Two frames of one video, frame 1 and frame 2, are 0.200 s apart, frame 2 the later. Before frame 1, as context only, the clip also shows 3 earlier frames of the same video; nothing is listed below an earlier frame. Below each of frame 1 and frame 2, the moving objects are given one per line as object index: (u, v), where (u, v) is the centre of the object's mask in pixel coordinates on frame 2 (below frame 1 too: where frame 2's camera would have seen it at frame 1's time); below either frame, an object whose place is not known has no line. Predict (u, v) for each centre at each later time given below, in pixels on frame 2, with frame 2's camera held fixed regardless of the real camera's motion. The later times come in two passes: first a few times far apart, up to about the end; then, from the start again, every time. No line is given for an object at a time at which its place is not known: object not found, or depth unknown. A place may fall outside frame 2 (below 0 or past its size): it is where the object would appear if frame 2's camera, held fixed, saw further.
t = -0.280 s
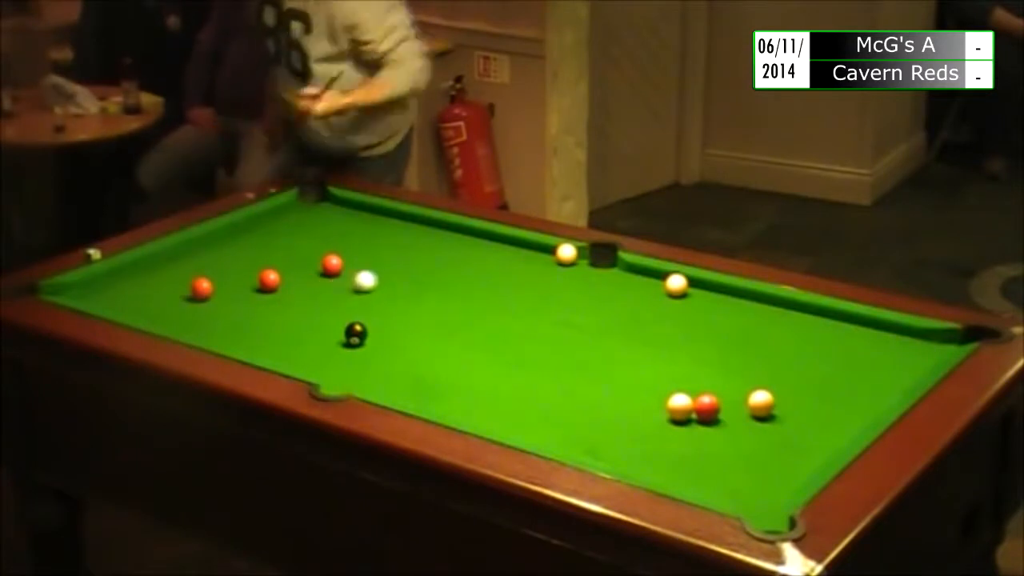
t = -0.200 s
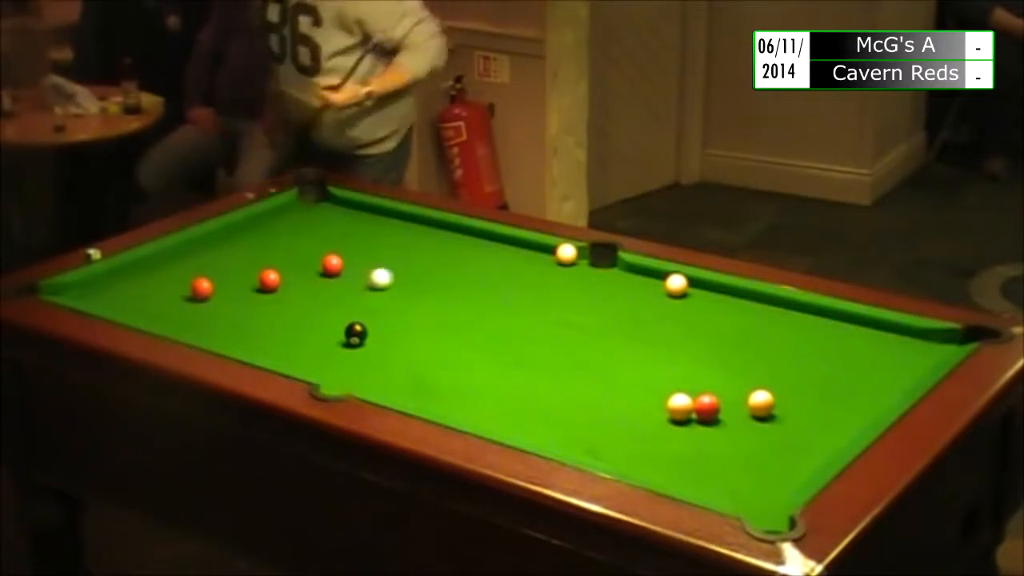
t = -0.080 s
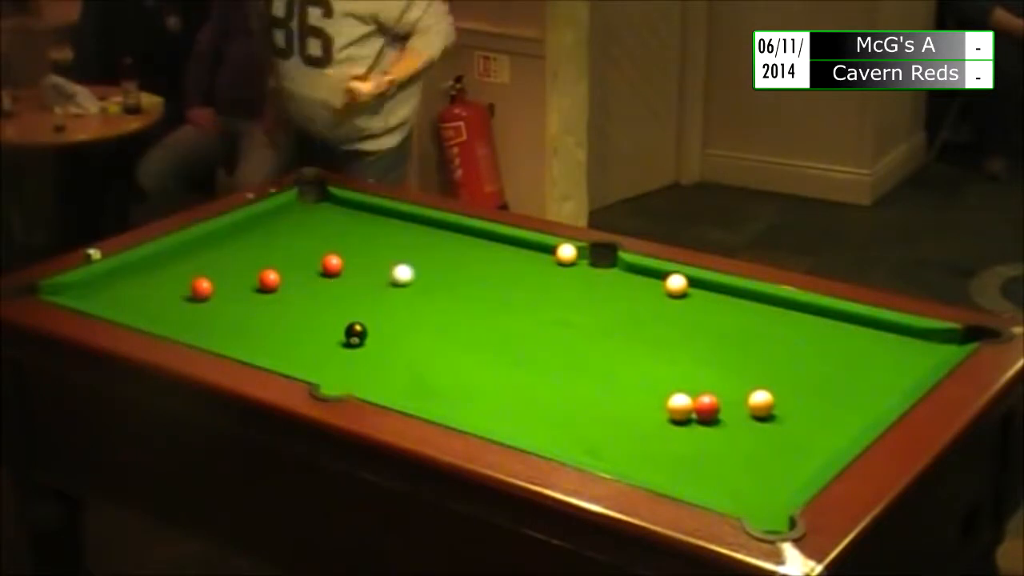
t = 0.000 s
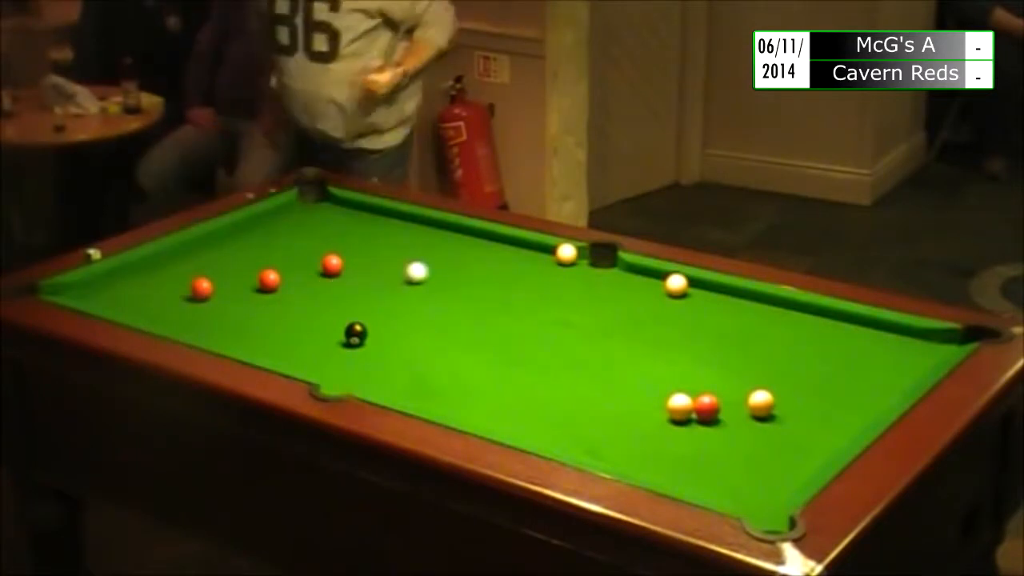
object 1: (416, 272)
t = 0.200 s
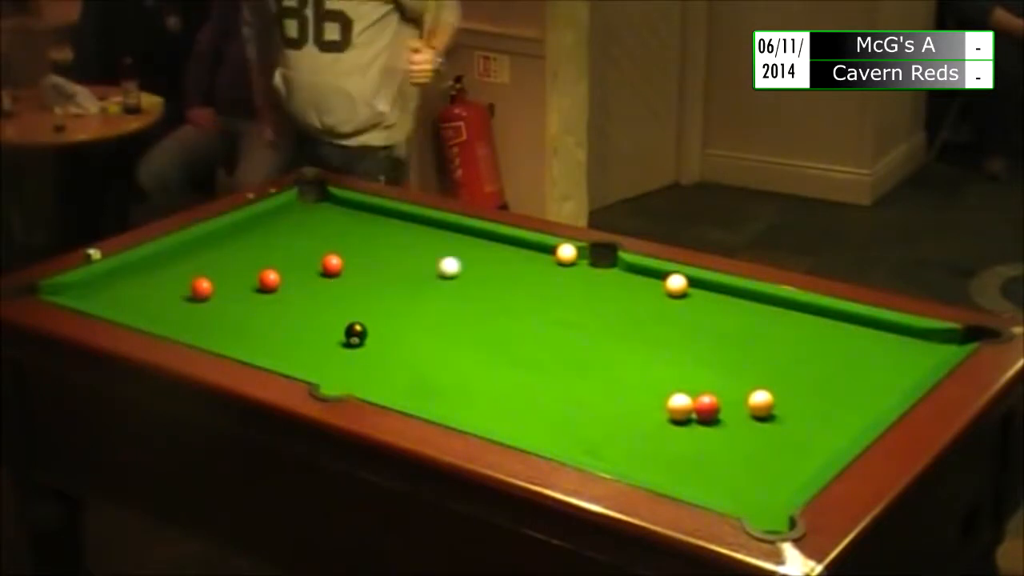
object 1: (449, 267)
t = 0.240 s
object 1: (455, 265)
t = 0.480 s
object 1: (490, 260)
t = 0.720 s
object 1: (520, 254)
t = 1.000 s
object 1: (546, 250)
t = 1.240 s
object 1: (544, 256)
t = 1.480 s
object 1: (543, 260)
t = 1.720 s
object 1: (540, 263)
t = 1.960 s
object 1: (539, 265)
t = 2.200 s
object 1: (538, 266)
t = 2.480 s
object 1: (537, 266)
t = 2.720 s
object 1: (537, 266)
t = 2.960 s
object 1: (537, 266)
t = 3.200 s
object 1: (537, 266)
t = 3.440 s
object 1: (537, 266)
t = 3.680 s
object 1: (537, 266)
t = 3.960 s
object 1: (537, 266)
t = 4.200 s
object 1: (537, 266)
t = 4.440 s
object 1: (537, 266)
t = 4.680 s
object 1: (537, 266)
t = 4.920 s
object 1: (537, 266)
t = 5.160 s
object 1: (537, 266)
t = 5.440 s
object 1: (537, 266)
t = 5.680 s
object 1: (537, 266)
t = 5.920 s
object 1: (537, 266)
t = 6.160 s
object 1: (538, 266)
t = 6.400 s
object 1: (538, 266)
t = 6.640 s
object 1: (538, 266)
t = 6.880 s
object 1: (538, 266)
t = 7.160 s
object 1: (538, 266)
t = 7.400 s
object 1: (538, 266)
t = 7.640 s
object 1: (538, 266)
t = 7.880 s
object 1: (538, 266)
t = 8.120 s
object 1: (538, 266)
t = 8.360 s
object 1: (538, 266)
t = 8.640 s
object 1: (538, 266)
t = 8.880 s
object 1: (538, 266)
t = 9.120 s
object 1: (538, 266)
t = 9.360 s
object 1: (538, 266)
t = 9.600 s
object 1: (538, 266)
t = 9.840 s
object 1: (538, 266)
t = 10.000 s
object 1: (538, 266)
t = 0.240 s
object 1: (455, 265)
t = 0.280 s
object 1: (461, 264)
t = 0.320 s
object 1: (467, 263)
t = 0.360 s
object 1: (473, 262)
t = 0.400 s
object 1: (479, 261)
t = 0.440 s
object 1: (484, 260)
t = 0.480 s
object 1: (490, 260)
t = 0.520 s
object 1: (495, 259)
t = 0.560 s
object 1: (500, 258)
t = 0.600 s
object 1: (505, 257)
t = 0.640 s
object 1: (510, 256)
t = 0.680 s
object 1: (515, 255)
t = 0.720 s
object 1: (520, 254)
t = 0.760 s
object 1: (525, 253)
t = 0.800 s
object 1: (529, 252)
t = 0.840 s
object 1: (533, 252)
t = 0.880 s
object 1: (538, 251)
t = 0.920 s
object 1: (542, 250)
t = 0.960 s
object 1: (546, 249)
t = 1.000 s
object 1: (546, 250)
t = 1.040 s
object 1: (546, 251)
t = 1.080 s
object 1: (546, 252)
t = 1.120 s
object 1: (545, 253)
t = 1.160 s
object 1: (545, 254)
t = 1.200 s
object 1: (545, 255)
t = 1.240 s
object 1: (544, 256)
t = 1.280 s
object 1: (544, 257)
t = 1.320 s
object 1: (544, 257)
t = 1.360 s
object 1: (543, 258)
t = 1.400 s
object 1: (543, 259)
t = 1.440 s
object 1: (543, 260)
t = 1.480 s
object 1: (543, 260)
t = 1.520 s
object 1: (542, 261)
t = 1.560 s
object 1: (542, 261)
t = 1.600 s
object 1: (541, 262)
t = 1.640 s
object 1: (541, 262)
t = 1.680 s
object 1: (541, 263)
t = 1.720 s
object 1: (540, 263)
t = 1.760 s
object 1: (540, 264)
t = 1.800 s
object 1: (540, 264)
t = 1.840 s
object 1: (540, 264)
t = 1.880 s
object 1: (539, 265)
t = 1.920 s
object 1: (539, 265)
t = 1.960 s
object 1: (539, 265)
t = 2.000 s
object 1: (539, 265)
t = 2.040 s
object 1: (538, 266)
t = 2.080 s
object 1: (538, 266)
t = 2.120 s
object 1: (538, 266)
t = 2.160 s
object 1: (538, 266)
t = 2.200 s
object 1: (538, 266)
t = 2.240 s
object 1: (538, 266)
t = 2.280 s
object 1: (538, 266)
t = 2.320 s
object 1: (538, 266)
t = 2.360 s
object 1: (537, 266)
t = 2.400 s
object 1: (537, 266)
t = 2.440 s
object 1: (537, 266)
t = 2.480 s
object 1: (537, 266)
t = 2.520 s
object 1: (537, 266)
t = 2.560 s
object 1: (538, 266)
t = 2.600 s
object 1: (537, 266)
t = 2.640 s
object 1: (537, 266)
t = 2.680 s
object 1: (537, 266)
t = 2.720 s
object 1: (537, 266)
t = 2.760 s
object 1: (538, 266)
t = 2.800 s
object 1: (538, 266)
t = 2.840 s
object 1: (537, 266)
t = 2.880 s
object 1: (537, 266)
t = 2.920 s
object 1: (537, 266)
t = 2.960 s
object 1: (537, 266)
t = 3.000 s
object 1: (537, 266)
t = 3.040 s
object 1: (537, 266)
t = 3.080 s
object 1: (537, 266)
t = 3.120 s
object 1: (537, 266)
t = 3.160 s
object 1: (537, 266)
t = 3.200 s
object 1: (537, 266)
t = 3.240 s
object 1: (537, 266)
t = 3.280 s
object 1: (537, 266)
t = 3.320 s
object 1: (537, 266)
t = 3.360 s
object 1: (537, 266)
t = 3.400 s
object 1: (537, 266)
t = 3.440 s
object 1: (537, 266)
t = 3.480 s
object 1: (537, 266)
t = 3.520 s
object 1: (537, 266)
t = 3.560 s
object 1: (537, 266)
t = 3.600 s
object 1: (537, 266)
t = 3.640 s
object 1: (537, 266)
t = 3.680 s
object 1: (537, 266)
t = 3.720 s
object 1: (537, 266)
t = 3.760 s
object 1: (537, 266)
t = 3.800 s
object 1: (537, 266)
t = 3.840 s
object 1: (537, 266)
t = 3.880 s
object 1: (537, 266)
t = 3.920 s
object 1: (537, 266)
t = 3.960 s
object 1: (537, 266)
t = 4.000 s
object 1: (537, 266)
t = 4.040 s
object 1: (537, 266)
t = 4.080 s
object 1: (537, 266)
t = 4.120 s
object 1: (537, 266)
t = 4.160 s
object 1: (537, 266)
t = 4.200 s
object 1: (537, 266)
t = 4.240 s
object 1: (537, 266)
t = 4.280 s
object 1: (537, 266)
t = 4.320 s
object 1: (537, 266)
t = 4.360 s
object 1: (537, 266)
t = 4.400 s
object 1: (537, 266)
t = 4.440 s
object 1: (537, 266)
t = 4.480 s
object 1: (537, 266)
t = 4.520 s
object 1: (537, 266)
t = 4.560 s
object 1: (537, 266)
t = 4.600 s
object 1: (537, 266)
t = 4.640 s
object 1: (537, 266)
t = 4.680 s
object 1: (537, 266)
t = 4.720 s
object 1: (537, 266)
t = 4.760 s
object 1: (537, 266)
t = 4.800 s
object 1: (537, 266)
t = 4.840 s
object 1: (537, 266)
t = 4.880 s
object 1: (537, 266)
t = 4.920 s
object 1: (537, 266)
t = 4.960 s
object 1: (537, 266)
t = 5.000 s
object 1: (537, 266)
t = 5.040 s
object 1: (537, 266)
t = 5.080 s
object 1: (537, 266)
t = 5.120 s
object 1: (537, 266)
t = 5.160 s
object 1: (537, 266)
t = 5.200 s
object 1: (537, 266)
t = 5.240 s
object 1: (537, 266)
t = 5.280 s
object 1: (537, 266)
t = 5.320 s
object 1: (537, 266)
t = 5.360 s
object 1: (537, 266)
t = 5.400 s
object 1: (537, 266)
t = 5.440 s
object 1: (537, 266)
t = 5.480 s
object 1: (537, 266)
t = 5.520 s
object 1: (537, 266)
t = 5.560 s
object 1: (537, 266)
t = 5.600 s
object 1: (538, 266)
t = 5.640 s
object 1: (537, 266)
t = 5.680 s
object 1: (537, 266)
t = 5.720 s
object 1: (537, 266)
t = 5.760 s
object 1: (537, 266)
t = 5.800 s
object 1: (538, 266)
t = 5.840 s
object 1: (537, 266)
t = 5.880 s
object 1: (537, 266)
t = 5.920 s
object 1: (537, 266)
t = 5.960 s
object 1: (538, 266)
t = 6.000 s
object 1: (538, 266)
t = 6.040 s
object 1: (538, 266)
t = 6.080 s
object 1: (537, 266)
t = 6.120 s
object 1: (538, 266)
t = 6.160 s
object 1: (538, 266)
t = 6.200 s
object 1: (538, 266)
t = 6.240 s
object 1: (538, 266)
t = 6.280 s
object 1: (537, 266)
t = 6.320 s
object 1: (537, 266)
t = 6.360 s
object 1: (538, 266)
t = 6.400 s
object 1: (538, 266)
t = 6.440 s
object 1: (538, 266)
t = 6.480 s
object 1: (538, 266)
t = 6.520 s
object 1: (538, 266)
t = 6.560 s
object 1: (538, 266)
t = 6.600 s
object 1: (538, 266)
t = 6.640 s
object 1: (538, 266)
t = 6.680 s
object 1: (538, 266)
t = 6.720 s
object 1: (538, 266)
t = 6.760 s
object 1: (538, 266)
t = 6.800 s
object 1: (538, 266)
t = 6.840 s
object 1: (538, 266)
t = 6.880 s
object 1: (538, 266)
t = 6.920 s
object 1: (538, 266)
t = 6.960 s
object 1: (538, 266)
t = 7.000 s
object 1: (538, 266)
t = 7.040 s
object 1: (538, 266)
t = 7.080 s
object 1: (538, 266)
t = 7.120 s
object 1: (538, 266)
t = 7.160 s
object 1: (538, 266)
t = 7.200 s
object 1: (538, 266)
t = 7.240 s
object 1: (538, 266)
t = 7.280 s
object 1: (538, 266)
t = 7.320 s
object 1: (538, 266)
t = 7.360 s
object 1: (537, 266)
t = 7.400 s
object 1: (538, 266)
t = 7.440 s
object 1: (538, 266)
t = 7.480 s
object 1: (537, 266)
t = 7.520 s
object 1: (538, 266)
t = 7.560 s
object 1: (538, 266)
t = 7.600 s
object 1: (538, 266)
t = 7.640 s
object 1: (538, 266)
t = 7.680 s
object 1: (538, 266)
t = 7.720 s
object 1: (537, 266)
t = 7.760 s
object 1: (537, 266)
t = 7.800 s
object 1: (538, 266)
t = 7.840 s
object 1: (538, 266)
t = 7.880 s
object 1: (538, 266)
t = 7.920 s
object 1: (538, 266)
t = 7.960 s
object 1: (537, 266)
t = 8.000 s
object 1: (537, 266)
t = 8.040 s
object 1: (538, 266)
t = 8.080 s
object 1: (538, 266)
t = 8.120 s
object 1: (538, 266)
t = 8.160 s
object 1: (538, 266)
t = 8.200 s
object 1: (538, 266)
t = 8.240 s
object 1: (538, 266)
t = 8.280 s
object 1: (538, 266)
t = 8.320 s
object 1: (538, 266)
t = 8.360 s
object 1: (538, 266)
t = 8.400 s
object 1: (538, 266)
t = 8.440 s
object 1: (538, 266)
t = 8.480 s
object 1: (538, 266)
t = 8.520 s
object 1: (538, 266)
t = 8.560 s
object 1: (538, 266)
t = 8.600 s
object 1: (538, 266)
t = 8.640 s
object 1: (538, 266)
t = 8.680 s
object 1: (538, 266)
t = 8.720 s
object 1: (538, 266)
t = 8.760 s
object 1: (538, 266)
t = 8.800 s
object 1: (538, 266)
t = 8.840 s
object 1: (538, 266)
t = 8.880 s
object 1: (538, 266)
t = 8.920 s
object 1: (538, 266)
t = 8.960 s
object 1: (538, 266)
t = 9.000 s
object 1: (538, 266)
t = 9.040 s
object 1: (538, 266)
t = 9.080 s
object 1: (538, 266)
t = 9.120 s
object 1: (538, 266)
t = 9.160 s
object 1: (538, 266)
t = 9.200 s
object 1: (538, 266)
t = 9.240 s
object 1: (538, 266)
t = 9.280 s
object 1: (538, 266)
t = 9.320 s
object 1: (538, 266)
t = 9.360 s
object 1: (538, 266)
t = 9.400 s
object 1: (538, 266)
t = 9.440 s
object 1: (538, 266)
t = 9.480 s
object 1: (538, 266)
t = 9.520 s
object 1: (538, 266)
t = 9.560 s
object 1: (538, 266)
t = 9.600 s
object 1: (538, 266)
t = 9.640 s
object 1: (538, 266)
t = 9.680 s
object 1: (538, 266)
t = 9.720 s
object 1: (538, 266)
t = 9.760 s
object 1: (538, 266)
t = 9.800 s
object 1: (538, 266)
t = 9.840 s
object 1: (538, 266)
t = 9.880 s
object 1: (538, 266)
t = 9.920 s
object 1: (538, 266)
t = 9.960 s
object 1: (538, 266)
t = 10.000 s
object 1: (538, 266)
